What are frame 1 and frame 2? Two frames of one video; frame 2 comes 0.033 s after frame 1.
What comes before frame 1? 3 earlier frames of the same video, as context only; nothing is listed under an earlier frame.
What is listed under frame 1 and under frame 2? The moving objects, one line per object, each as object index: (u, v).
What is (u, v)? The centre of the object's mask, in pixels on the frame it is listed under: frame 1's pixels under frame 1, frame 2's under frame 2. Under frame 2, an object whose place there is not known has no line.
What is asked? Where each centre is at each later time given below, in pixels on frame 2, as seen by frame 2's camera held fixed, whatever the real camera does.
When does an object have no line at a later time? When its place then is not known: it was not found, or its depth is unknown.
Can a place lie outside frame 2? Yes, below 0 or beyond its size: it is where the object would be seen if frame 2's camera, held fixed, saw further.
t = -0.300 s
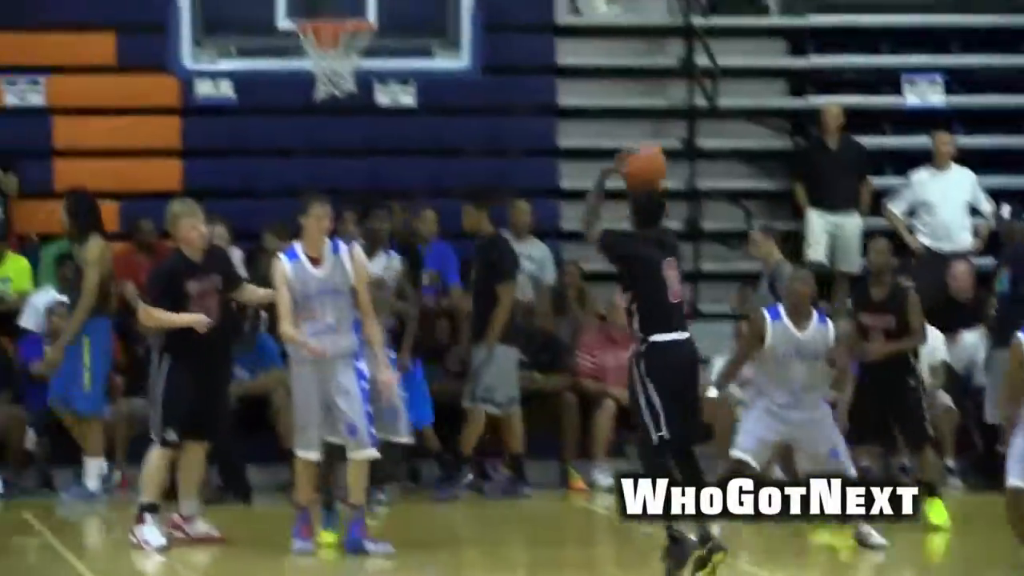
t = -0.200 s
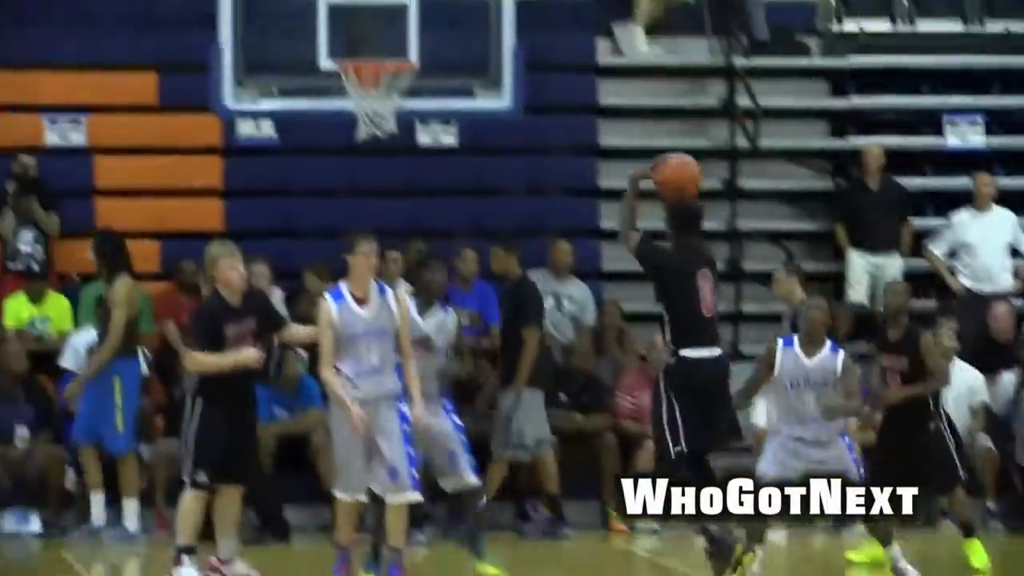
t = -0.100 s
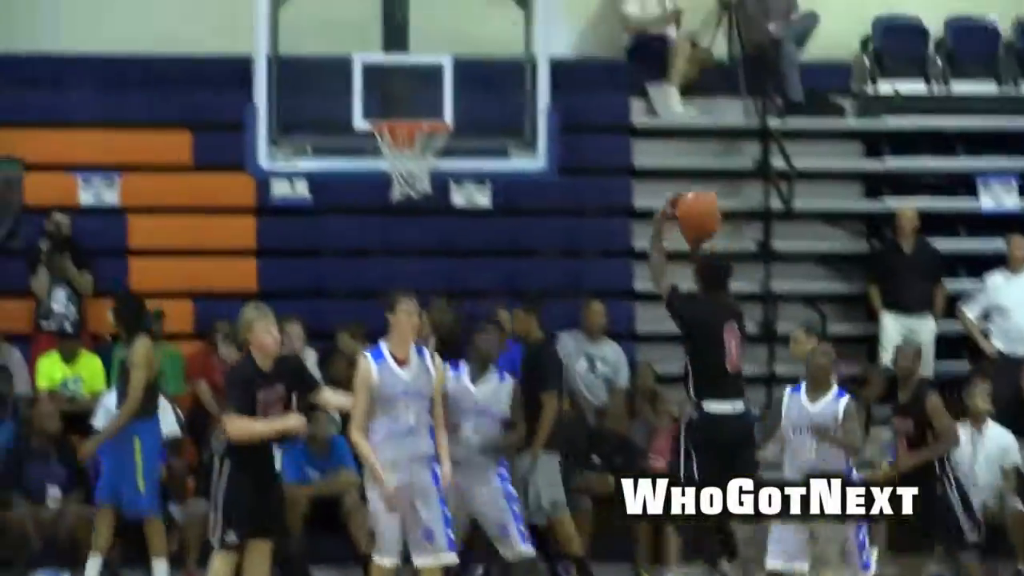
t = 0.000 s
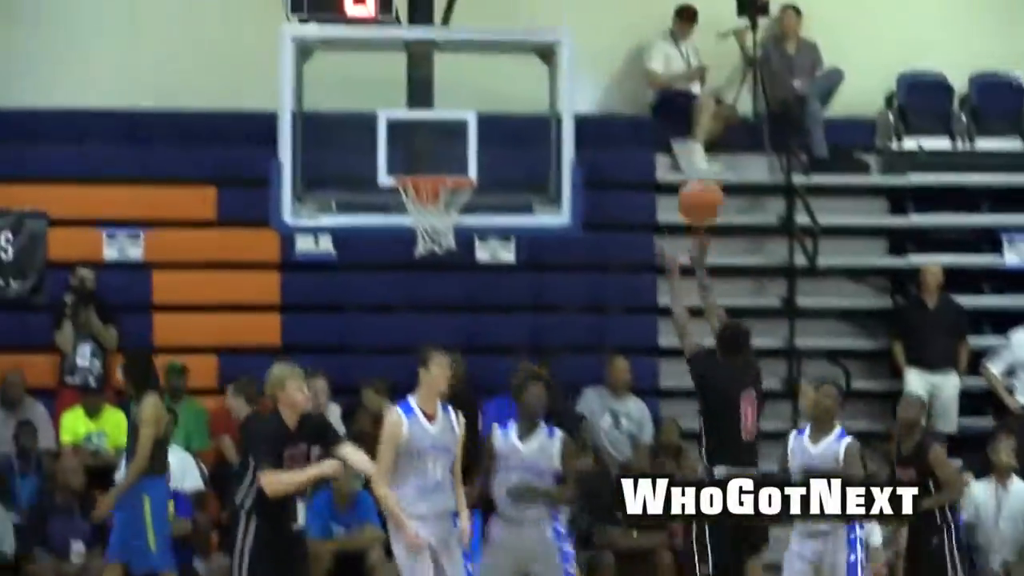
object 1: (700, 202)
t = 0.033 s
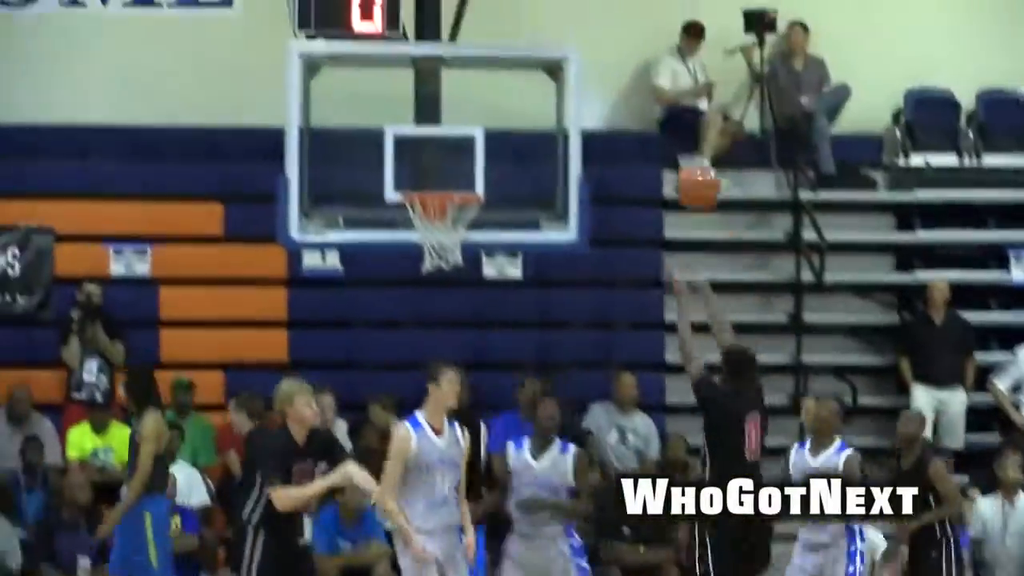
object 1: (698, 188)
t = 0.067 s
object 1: (687, 157)
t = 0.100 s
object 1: (680, 132)
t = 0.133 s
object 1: (671, 109)
